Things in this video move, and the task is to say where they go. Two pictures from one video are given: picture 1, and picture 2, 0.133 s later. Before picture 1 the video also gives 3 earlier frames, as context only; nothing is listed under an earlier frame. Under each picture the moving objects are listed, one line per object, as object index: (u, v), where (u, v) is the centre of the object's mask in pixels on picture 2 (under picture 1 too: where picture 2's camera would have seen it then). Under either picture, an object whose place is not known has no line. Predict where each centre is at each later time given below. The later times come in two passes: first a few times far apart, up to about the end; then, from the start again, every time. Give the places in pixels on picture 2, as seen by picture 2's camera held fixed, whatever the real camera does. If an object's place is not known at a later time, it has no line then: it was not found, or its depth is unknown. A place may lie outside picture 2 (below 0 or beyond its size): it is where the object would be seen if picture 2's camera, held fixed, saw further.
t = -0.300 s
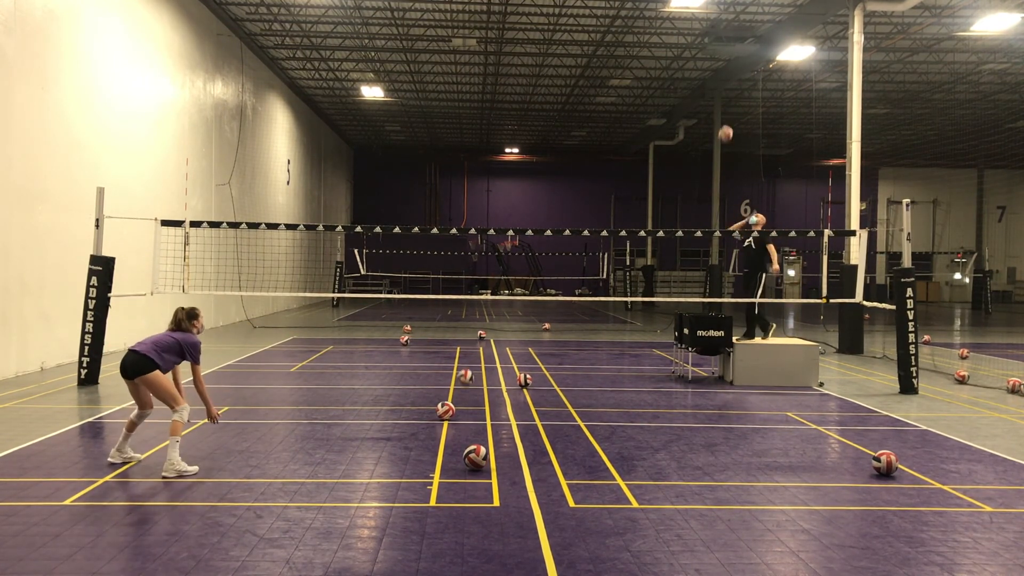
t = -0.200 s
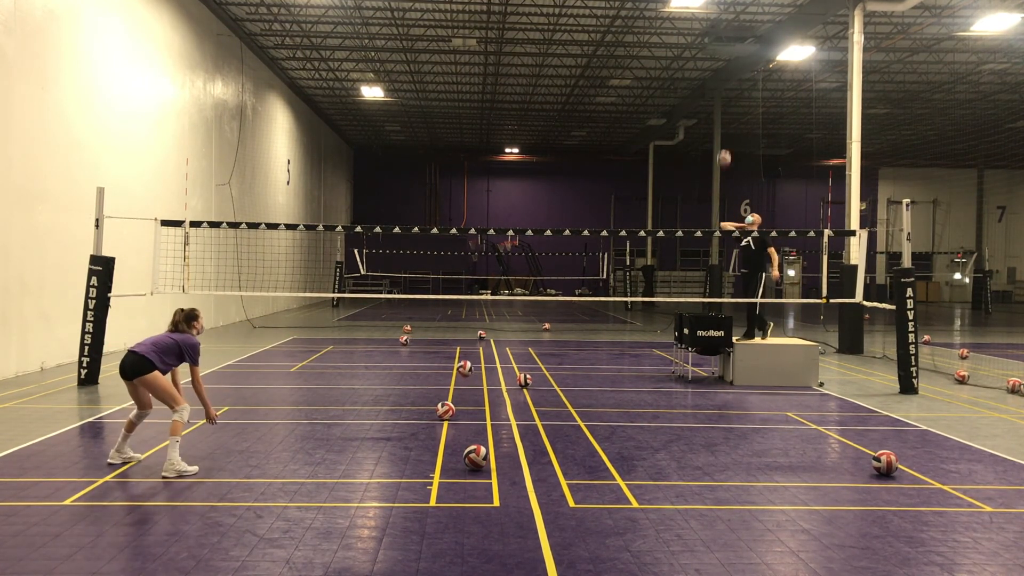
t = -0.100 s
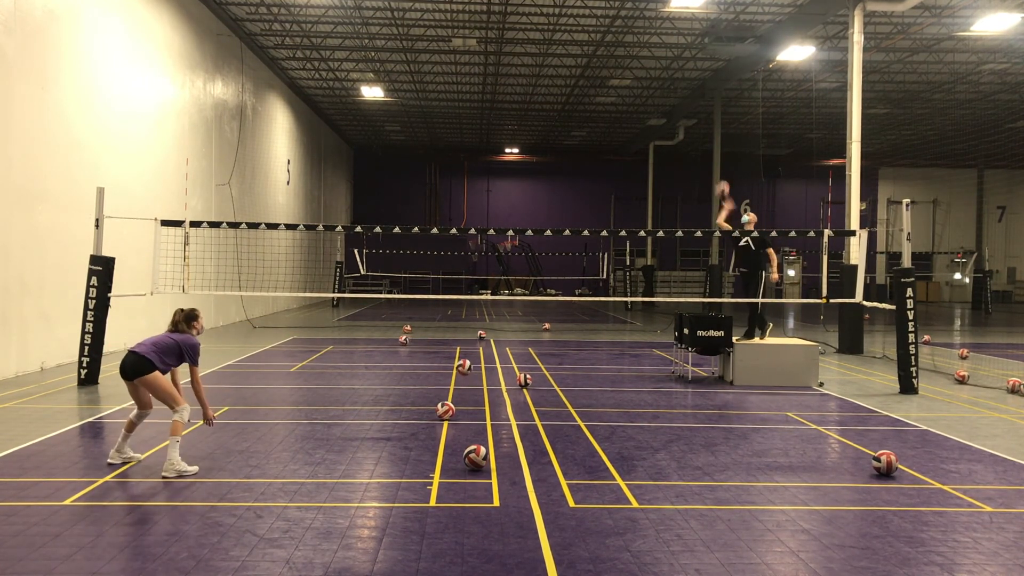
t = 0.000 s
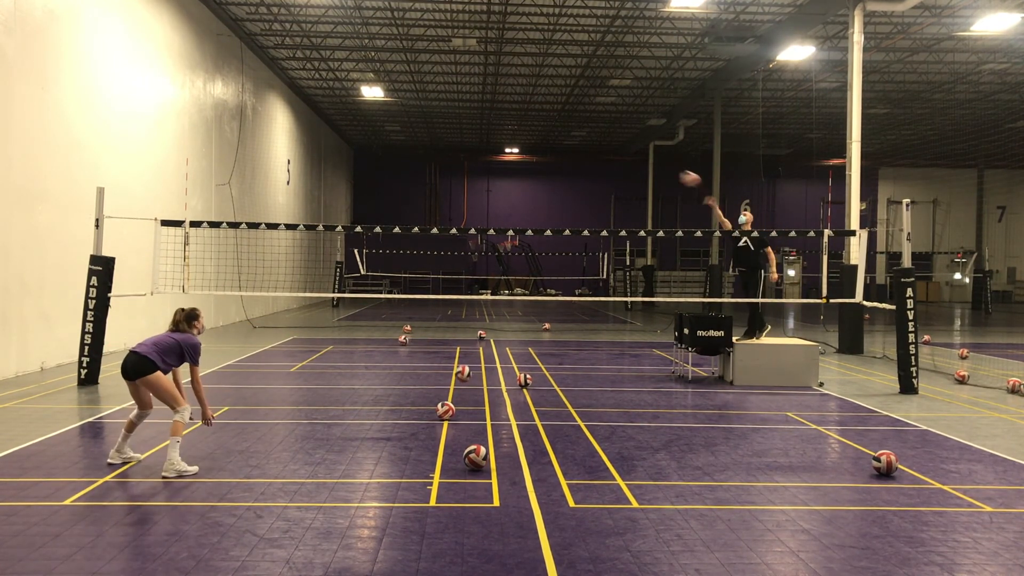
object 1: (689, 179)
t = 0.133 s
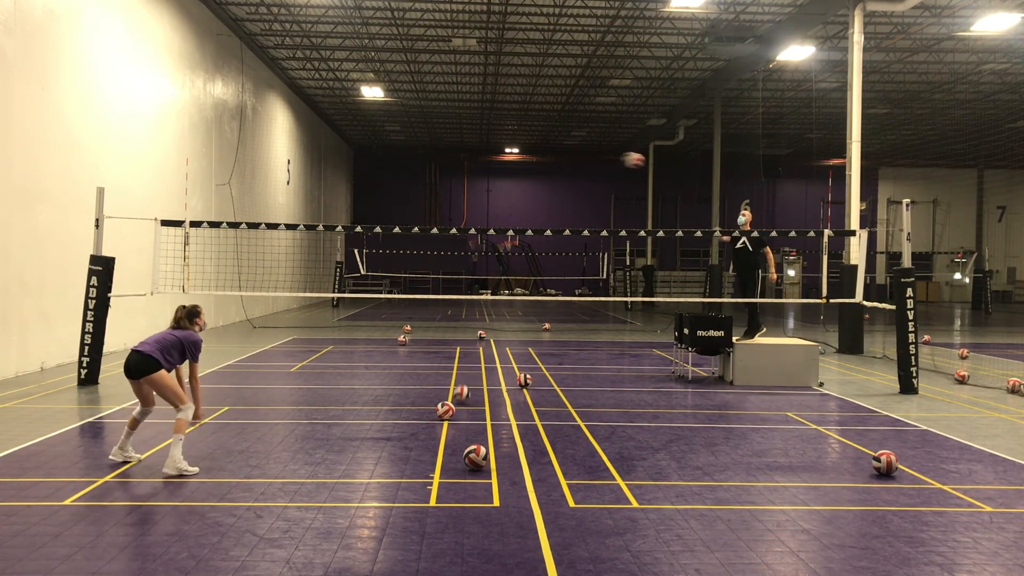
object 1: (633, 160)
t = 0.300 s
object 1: (551, 154)
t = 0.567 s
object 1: (385, 200)
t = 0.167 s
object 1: (618, 157)
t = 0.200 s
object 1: (601, 155)
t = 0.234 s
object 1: (585, 154)
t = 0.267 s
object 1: (568, 153)
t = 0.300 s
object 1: (551, 154)
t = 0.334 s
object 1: (534, 156)
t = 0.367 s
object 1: (514, 158)
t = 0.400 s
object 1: (494, 162)
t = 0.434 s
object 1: (474, 168)
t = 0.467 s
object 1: (453, 173)
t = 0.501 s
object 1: (431, 181)
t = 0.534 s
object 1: (409, 190)
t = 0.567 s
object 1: (385, 200)
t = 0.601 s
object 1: (361, 212)
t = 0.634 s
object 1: (338, 223)
